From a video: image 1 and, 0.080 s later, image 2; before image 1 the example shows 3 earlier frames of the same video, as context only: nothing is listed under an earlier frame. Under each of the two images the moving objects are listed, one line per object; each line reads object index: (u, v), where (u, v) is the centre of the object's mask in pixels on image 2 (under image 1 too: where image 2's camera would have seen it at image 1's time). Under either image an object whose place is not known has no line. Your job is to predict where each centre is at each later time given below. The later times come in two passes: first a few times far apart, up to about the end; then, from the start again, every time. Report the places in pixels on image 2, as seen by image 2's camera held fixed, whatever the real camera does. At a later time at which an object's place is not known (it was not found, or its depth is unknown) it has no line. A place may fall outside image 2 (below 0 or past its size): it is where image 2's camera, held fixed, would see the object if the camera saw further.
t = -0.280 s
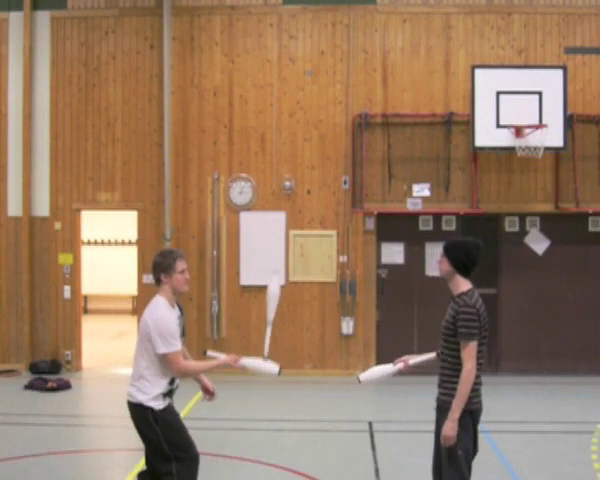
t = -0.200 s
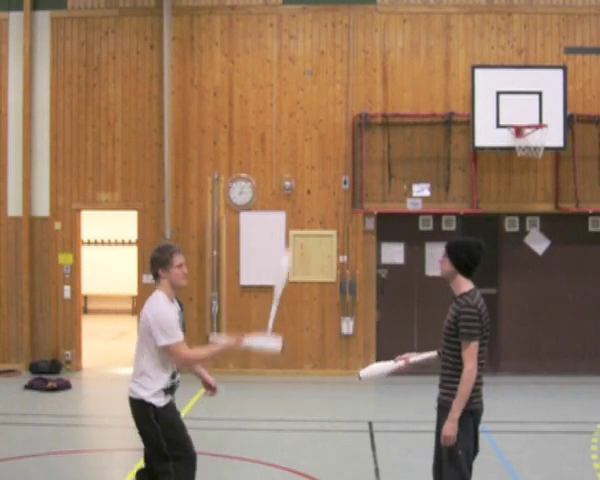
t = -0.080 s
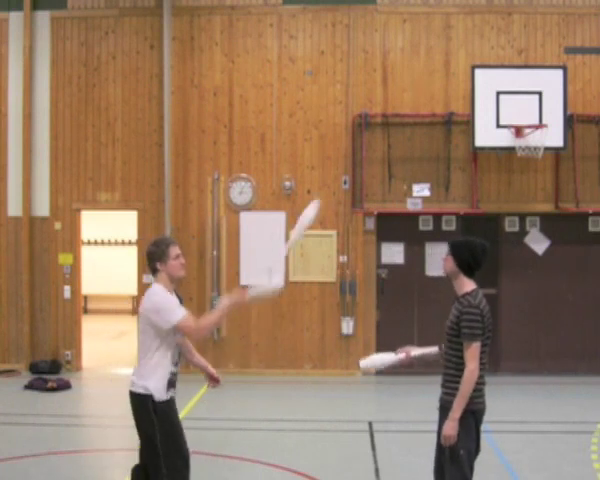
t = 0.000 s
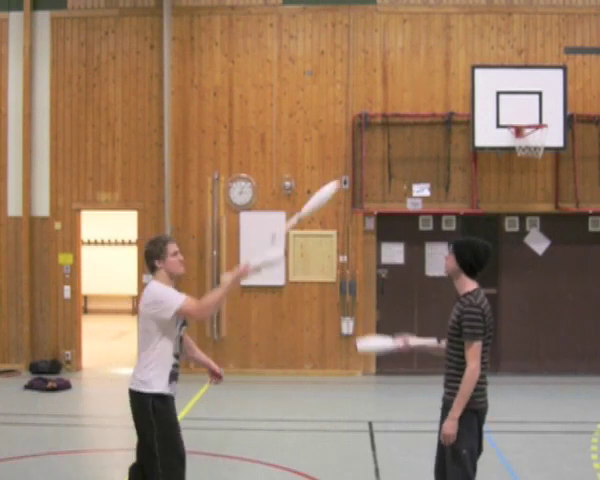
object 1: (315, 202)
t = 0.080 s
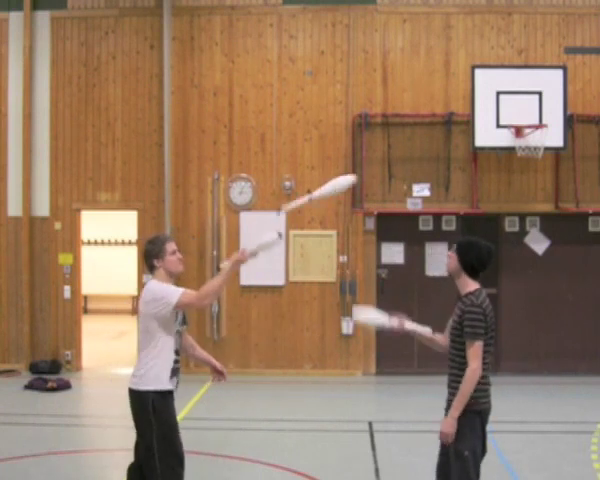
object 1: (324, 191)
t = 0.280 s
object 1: (357, 203)
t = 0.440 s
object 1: (382, 265)
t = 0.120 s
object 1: (329, 189)
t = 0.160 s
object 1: (336, 188)
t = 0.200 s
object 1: (344, 191)
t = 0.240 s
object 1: (351, 195)
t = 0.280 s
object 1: (357, 203)
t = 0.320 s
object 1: (364, 216)
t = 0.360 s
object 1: (368, 226)
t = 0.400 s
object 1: (376, 245)
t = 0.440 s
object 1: (382, 265)
